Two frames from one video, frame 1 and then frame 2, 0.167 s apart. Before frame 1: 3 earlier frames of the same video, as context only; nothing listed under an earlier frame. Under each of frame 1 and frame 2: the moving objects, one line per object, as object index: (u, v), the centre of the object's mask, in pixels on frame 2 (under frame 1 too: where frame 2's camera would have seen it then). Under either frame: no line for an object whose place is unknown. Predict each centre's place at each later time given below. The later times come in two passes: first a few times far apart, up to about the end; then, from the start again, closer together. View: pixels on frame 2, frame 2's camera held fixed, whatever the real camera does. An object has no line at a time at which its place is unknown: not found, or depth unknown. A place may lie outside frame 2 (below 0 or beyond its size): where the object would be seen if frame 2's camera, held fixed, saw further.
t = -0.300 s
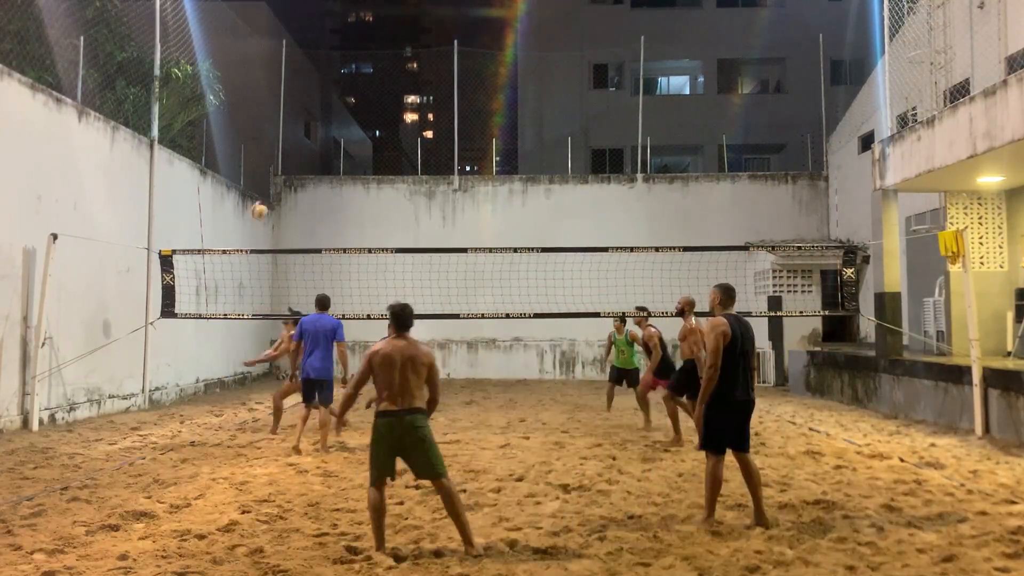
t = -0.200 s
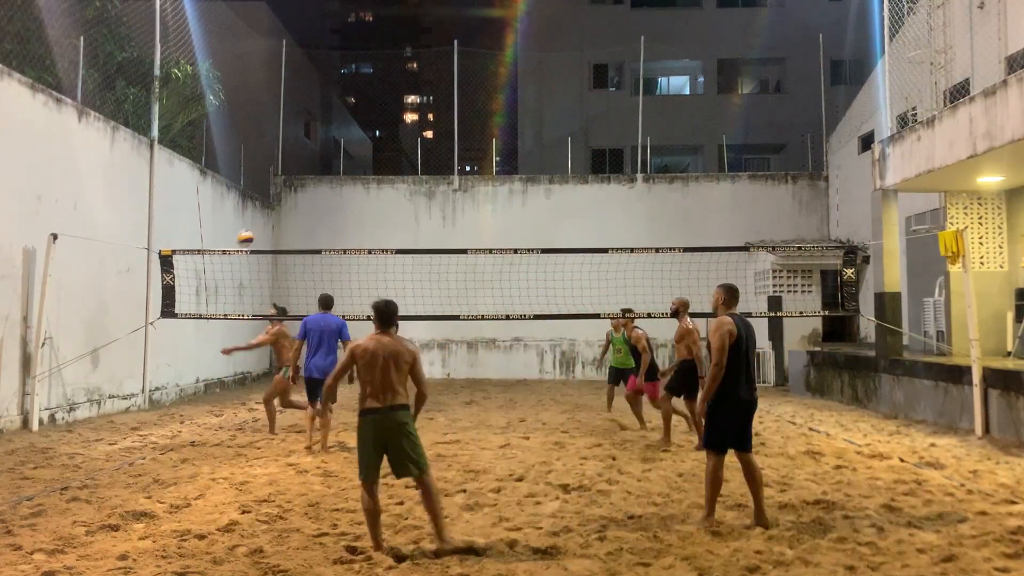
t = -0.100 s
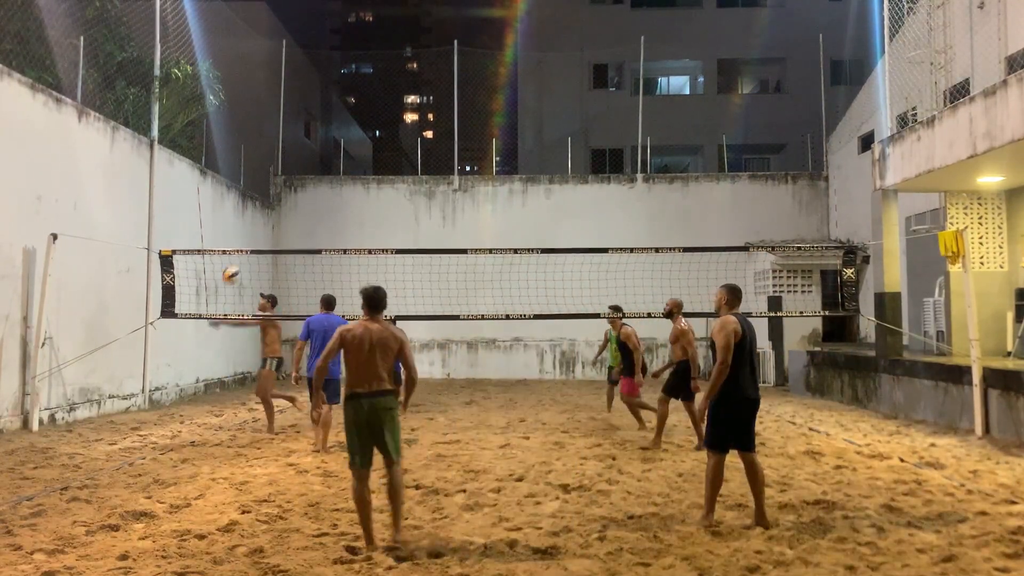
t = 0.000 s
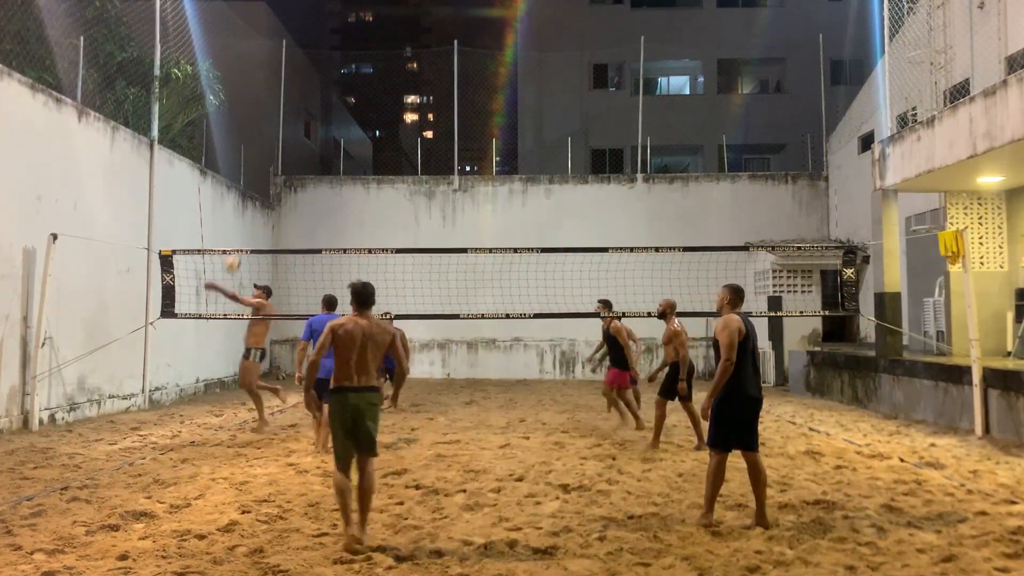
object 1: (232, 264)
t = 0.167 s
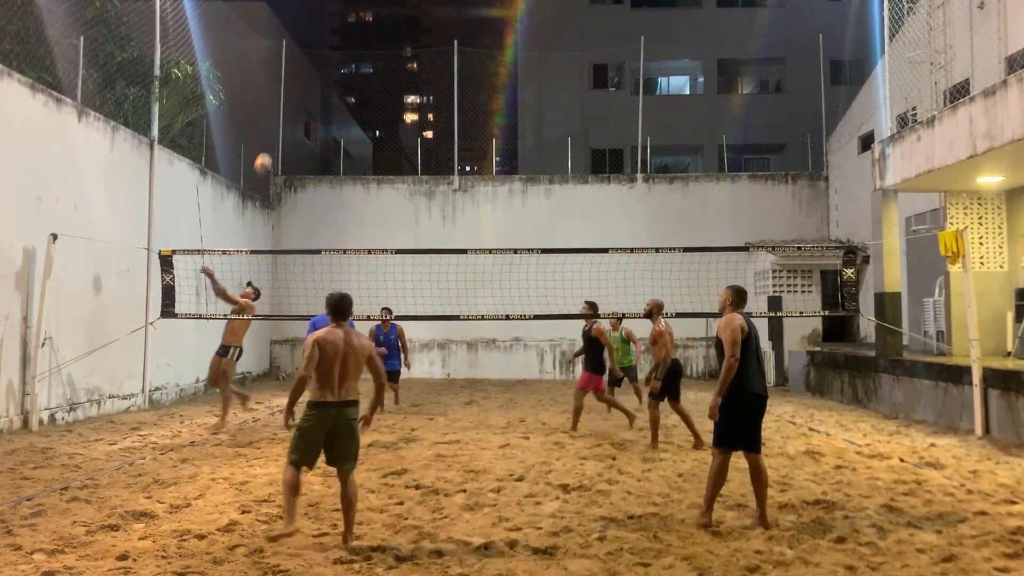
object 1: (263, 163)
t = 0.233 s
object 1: (274, 132)
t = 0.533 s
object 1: (321, 33)
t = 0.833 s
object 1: (365, 5)
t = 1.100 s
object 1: (401, 28)
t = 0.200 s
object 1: (269, 147)
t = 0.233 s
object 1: (274, 132)
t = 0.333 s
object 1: (290, 91)
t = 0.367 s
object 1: (295, 79)
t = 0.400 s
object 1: (300, 68)
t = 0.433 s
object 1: (306, 58)
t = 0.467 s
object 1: (311, 48)
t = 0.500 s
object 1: (316, 40)
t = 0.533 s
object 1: (321, 33)
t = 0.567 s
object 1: (326, 26)
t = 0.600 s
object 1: (331, 20)
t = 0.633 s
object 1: (336, 15)
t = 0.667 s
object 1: (341, 11)
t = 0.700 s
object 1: (346, 8)
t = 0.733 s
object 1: (351, 7)
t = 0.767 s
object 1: (355, 6)
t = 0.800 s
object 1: (360, 5)
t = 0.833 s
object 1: (365, 5)
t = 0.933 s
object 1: (379, 7)
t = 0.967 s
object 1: (383, 9)
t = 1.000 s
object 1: (388, 13)
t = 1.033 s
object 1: (392, 17)
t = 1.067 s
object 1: (397, 22)
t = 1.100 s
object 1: (401, 28)
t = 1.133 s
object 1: (406, 34)
